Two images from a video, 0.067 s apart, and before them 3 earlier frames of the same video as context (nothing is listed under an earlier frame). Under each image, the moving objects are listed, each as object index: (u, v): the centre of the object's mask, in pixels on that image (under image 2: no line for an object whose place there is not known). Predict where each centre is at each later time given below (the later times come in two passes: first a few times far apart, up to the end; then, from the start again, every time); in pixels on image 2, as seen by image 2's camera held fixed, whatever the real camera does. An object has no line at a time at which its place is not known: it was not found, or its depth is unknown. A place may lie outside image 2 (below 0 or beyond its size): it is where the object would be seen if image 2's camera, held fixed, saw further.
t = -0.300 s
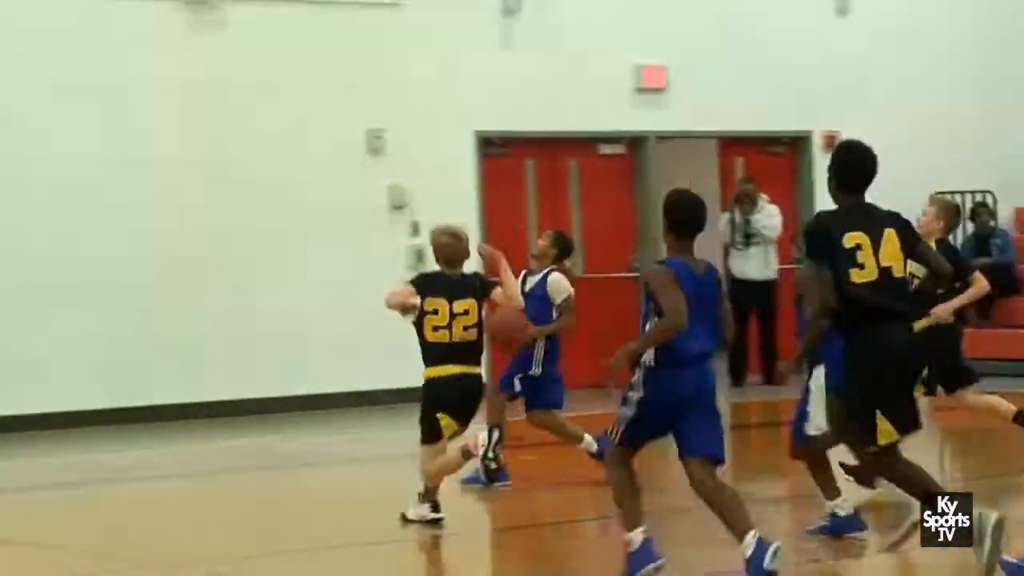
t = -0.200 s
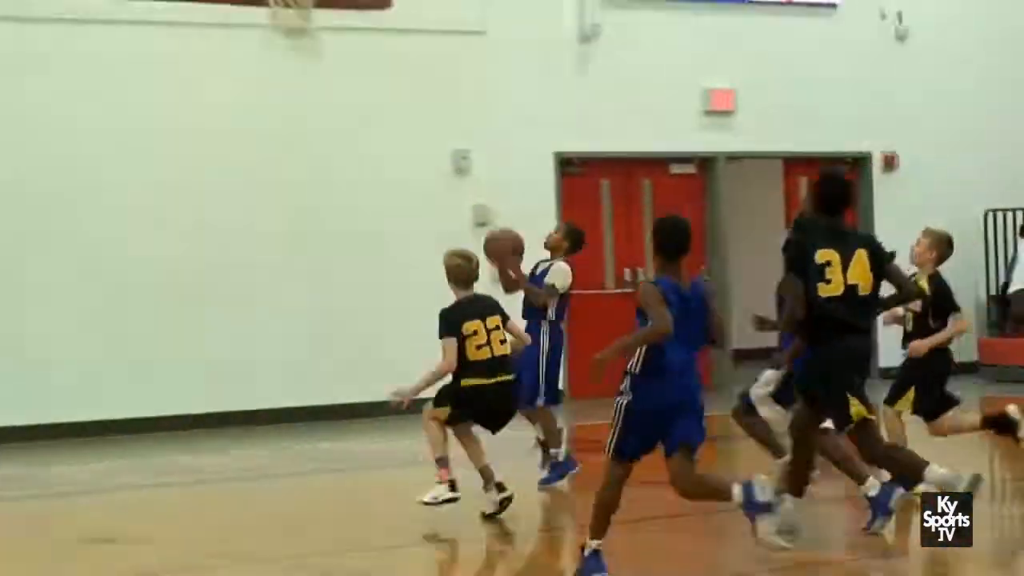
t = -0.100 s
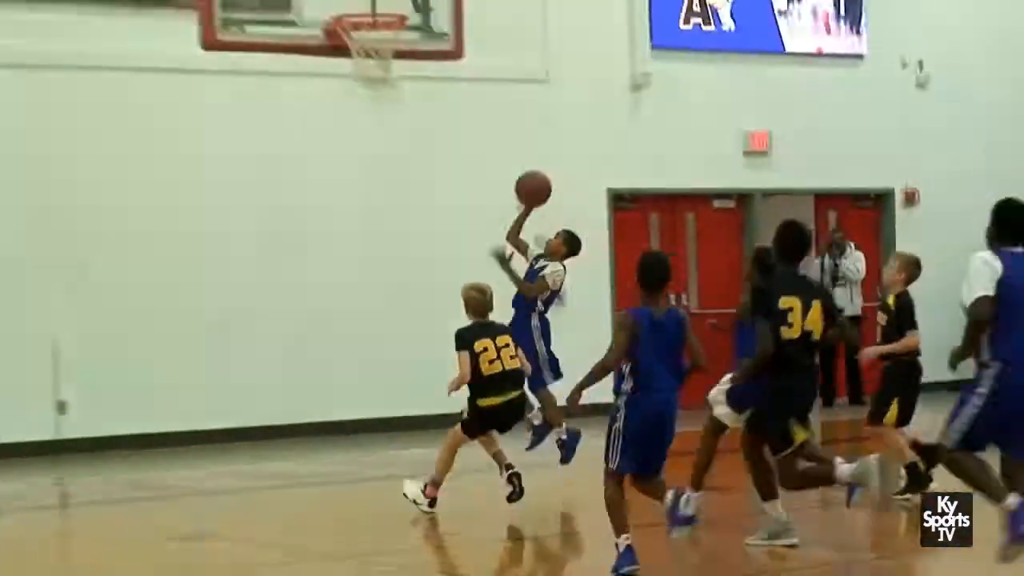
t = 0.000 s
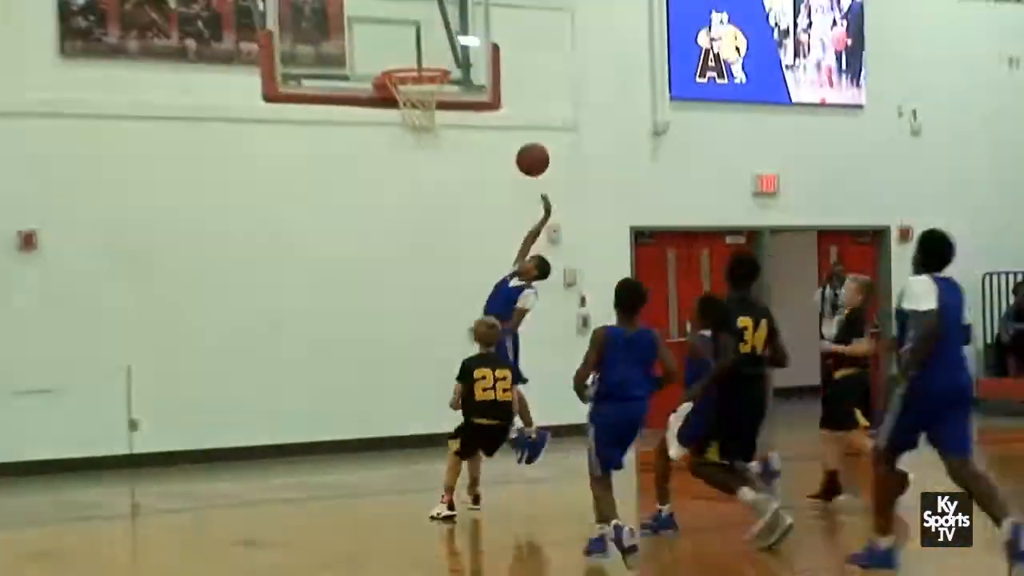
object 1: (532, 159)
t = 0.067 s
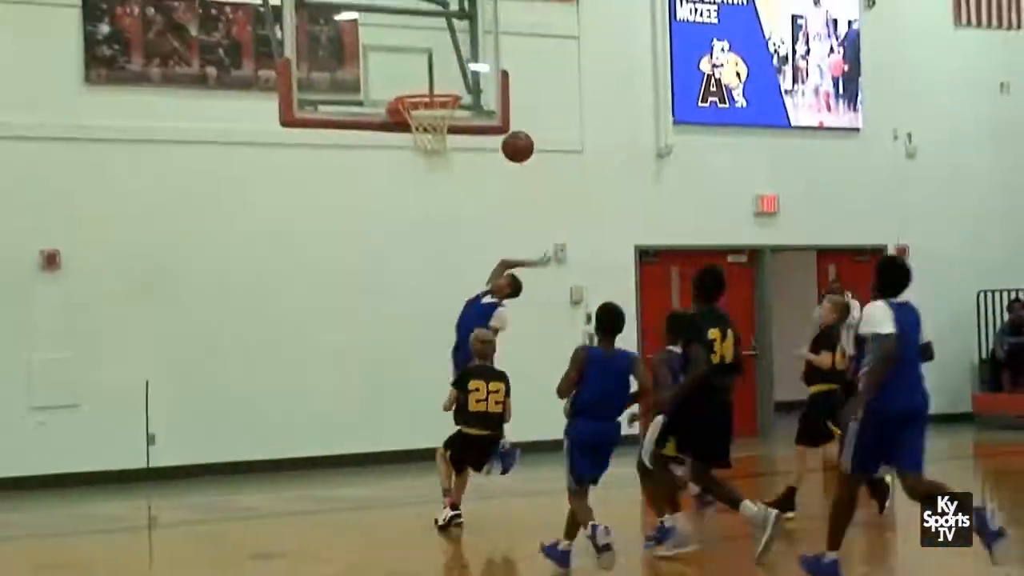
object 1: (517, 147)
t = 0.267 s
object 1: (450, 77)
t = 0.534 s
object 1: (421, 65)
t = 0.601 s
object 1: (417, 78)
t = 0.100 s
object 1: (506, 131)
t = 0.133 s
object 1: (495, 118)
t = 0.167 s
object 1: (484, 105)
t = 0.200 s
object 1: (473, 95)
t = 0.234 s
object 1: (463, 85)
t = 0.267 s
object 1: (450, 77)
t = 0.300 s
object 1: (442, 71)
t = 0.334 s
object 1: (438, 65)
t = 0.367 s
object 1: (435, 61)
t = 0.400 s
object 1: (432, 59)
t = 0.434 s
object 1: (429, 58)
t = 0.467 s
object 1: (427, 59)
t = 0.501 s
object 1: (424, 61)
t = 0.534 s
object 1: (421, 65)
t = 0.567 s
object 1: (418, 70)
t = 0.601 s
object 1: (417, 78)
